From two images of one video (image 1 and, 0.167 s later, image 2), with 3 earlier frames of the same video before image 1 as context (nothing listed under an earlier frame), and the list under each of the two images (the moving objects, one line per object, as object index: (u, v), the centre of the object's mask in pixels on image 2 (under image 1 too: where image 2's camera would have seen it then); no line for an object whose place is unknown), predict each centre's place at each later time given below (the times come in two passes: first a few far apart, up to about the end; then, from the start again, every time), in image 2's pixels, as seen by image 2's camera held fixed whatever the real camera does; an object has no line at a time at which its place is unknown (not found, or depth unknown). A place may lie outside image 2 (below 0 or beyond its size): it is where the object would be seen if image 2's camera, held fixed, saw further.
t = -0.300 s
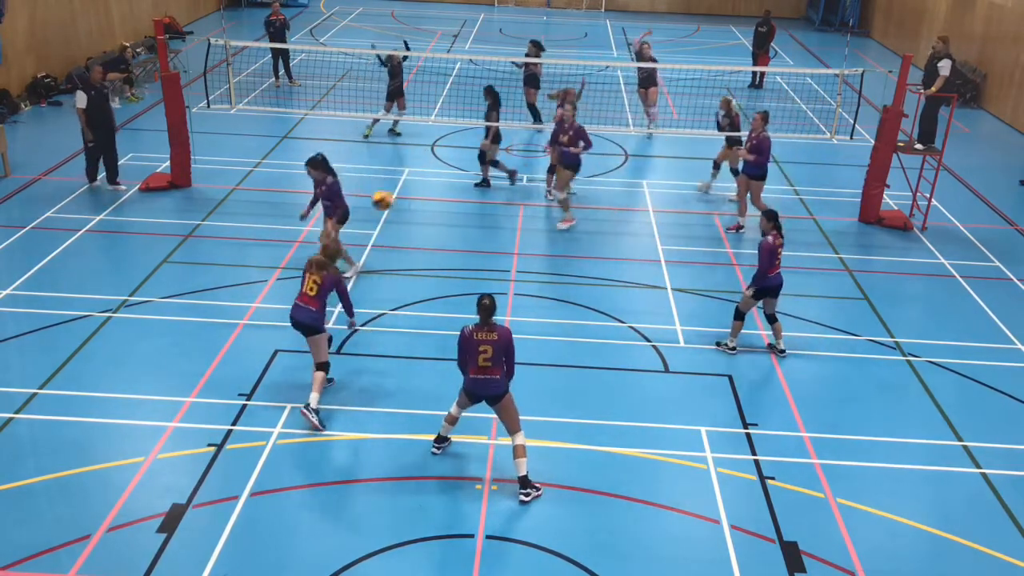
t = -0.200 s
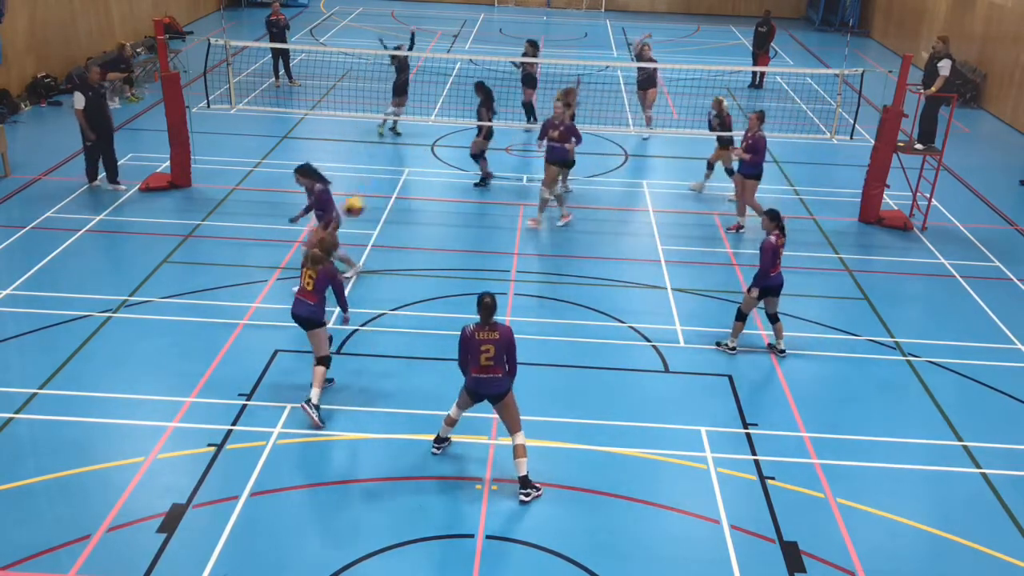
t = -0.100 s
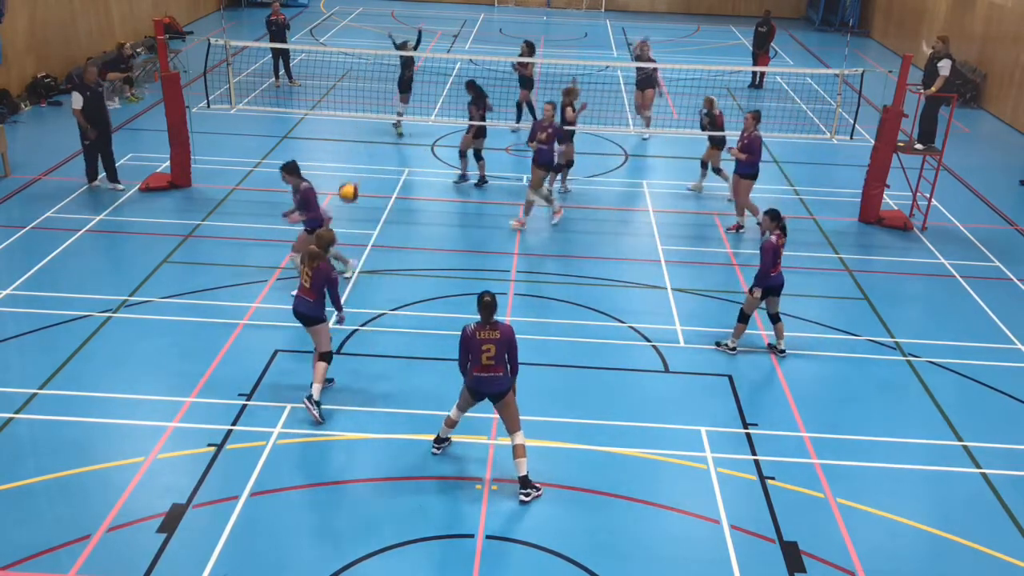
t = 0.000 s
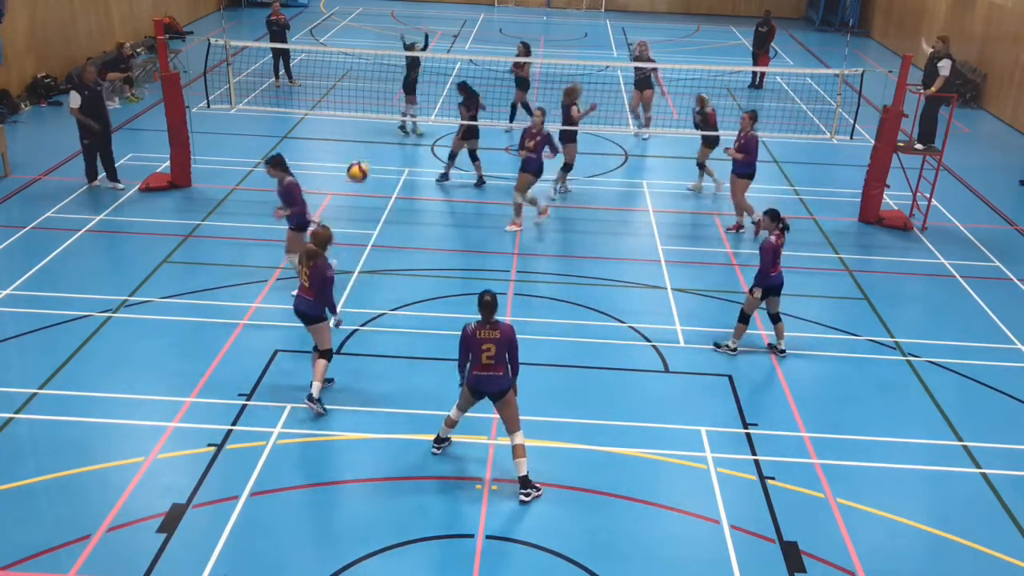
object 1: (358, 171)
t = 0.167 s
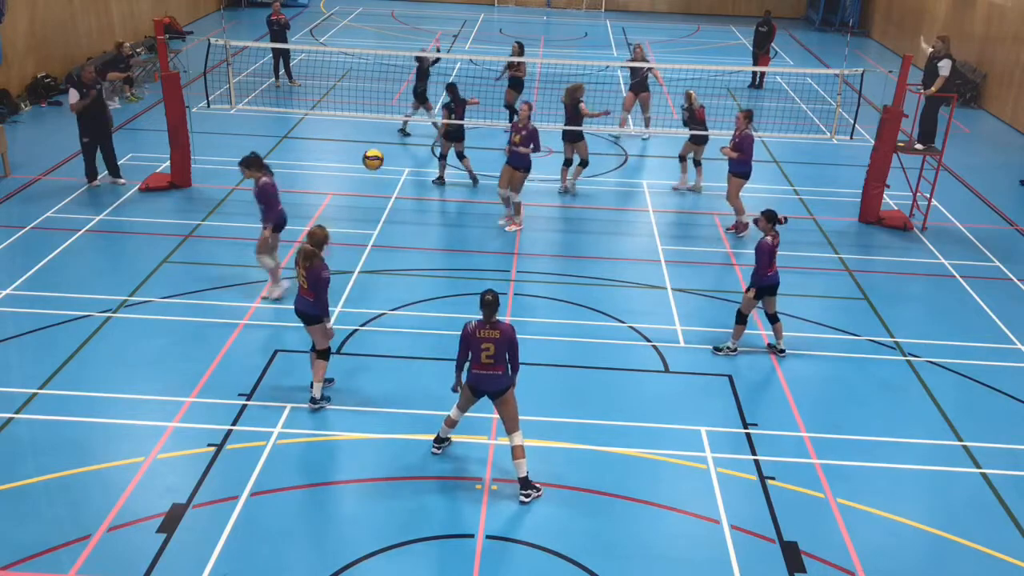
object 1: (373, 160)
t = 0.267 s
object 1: (381, 164)
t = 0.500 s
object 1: (403, 208)
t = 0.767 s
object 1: (422, 305)
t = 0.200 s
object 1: (375, 160)
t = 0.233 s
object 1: (379, 162)
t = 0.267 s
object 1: (381, 164)
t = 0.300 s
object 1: (385, 168)
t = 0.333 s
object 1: (387, 173)
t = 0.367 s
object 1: (391, 179)
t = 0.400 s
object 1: (394, 185)
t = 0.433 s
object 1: (397, 192)
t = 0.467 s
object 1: (400, 200)
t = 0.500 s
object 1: (403, 208)
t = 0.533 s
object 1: (405, 219)
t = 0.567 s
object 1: (408, 229)
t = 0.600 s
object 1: (411, 241)
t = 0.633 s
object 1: (413, 252)
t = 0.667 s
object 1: (416, 265)
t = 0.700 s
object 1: (418, 278)
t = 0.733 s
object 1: (420, 291)
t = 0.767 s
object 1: (422, 305)
